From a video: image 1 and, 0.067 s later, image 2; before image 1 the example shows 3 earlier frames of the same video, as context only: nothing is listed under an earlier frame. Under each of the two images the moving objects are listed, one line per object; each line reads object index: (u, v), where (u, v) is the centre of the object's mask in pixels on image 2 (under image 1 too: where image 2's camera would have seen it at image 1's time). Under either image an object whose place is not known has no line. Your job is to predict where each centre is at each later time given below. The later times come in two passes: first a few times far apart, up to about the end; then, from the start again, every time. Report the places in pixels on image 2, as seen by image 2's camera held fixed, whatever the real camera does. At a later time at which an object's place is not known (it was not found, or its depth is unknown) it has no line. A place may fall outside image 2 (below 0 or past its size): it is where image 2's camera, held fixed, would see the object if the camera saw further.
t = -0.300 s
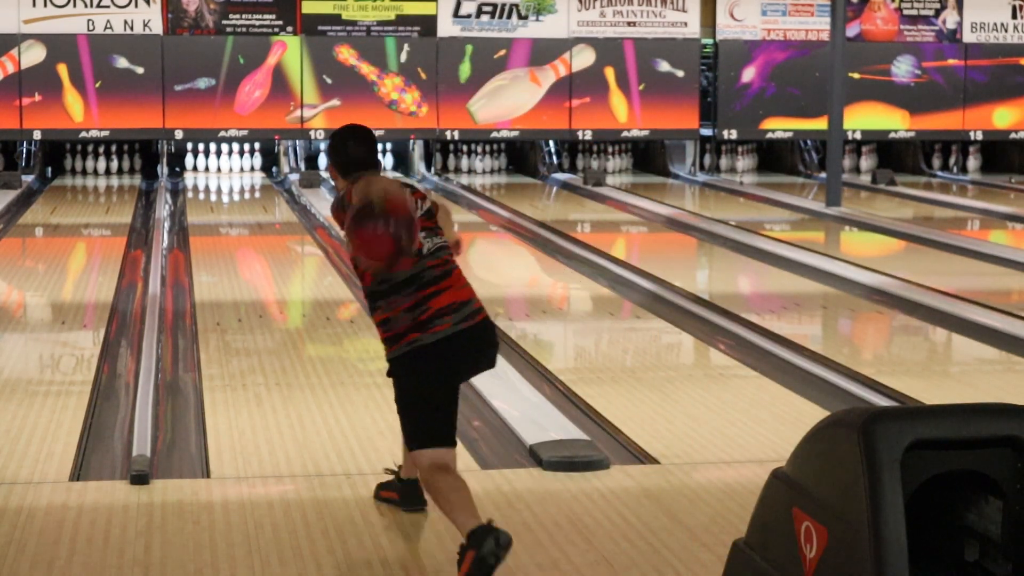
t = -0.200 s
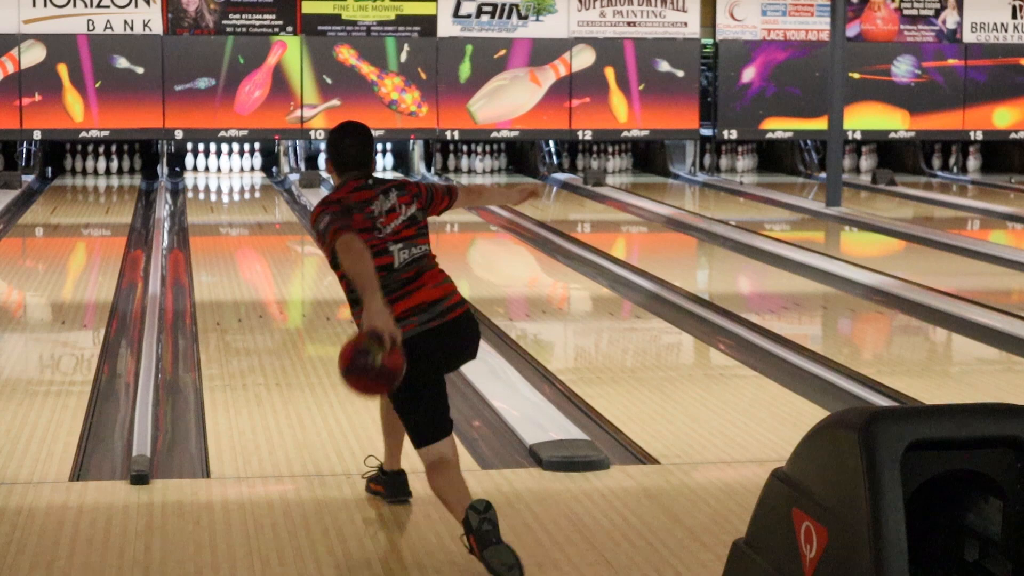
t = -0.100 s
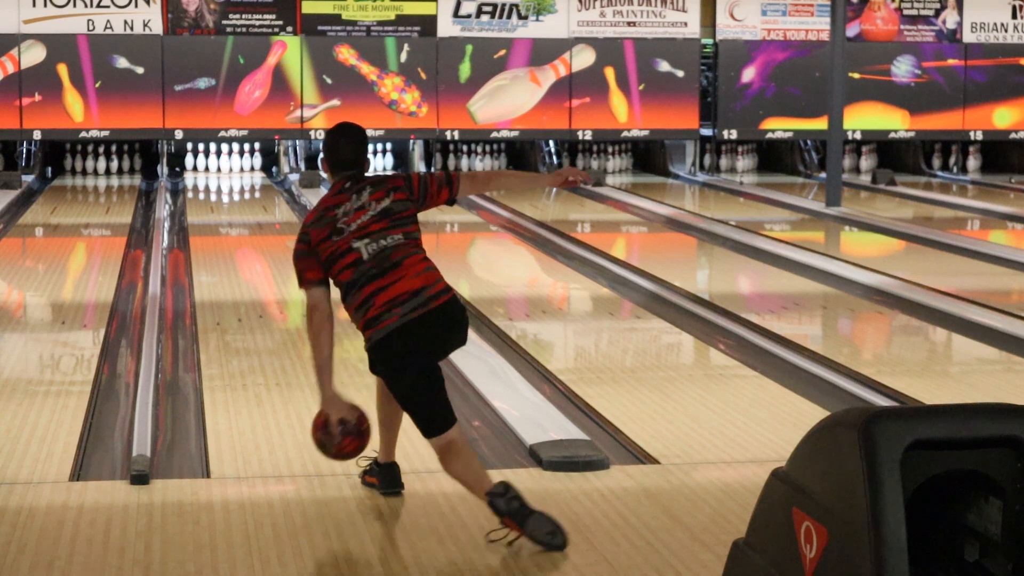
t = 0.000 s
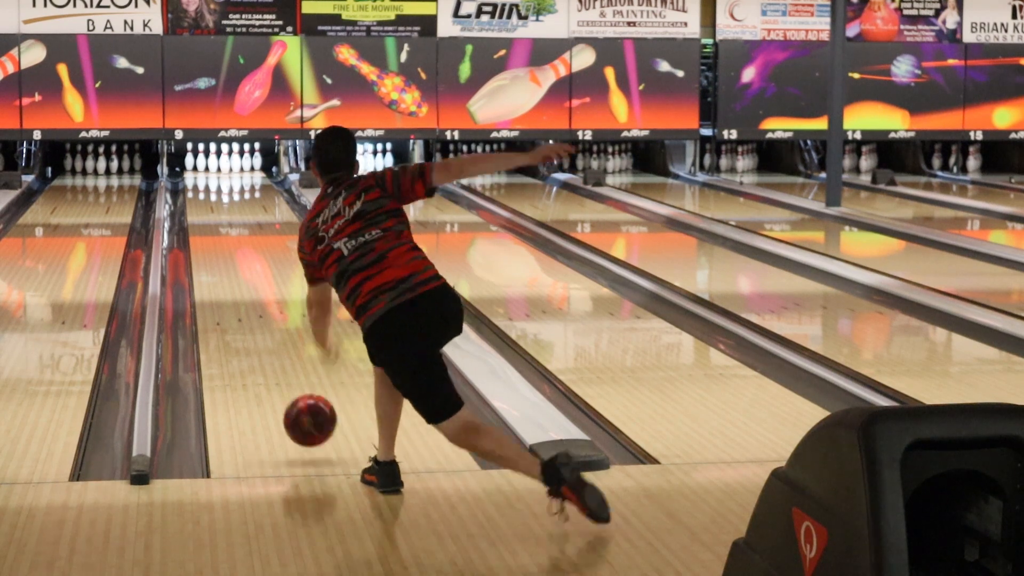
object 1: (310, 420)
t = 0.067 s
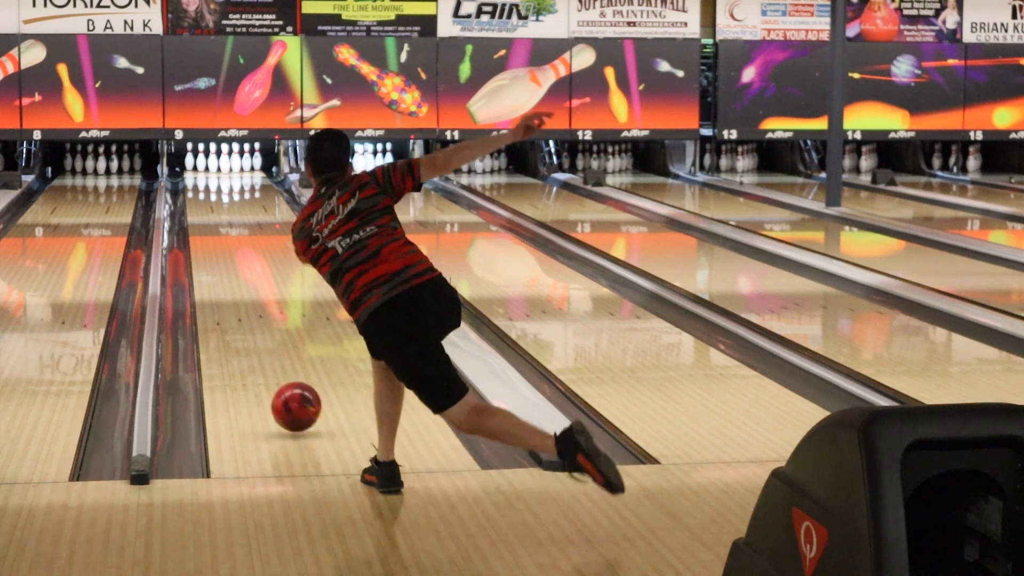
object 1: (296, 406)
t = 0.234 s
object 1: (269, 361)
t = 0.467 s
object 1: (243, 309)
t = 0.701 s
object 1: (225, 273)
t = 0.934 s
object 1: (214, 245)
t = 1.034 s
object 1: (210, 235)
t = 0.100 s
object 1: (290, 400)
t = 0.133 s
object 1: (284, 389)
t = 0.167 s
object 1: (279, 379)
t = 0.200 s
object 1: (274, 370)
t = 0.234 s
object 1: (269, 361)
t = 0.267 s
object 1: (265, 352)
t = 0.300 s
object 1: (261, 344)
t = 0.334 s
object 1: (257, 336)
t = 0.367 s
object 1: (253, 329)
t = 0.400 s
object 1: (250, 322)
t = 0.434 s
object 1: (247, 315)
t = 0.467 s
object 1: (243, 309)
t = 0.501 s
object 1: (240, 303)
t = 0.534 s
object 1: (237, 298)
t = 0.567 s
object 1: (235, 292)
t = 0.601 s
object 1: (226, 293)
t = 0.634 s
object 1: (228, 281)
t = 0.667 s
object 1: (228, 278)
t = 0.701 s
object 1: (225, 273)
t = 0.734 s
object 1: (224, 268)
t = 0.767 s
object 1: (222, 264)
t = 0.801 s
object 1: (220, 260)
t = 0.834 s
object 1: (218, 256)
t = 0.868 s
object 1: (217, 252)
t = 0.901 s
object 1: (215, 249)
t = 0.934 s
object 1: (214, 245)
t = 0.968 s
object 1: (212, 242)
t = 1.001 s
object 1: (211, 239)
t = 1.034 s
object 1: (210, 235)
